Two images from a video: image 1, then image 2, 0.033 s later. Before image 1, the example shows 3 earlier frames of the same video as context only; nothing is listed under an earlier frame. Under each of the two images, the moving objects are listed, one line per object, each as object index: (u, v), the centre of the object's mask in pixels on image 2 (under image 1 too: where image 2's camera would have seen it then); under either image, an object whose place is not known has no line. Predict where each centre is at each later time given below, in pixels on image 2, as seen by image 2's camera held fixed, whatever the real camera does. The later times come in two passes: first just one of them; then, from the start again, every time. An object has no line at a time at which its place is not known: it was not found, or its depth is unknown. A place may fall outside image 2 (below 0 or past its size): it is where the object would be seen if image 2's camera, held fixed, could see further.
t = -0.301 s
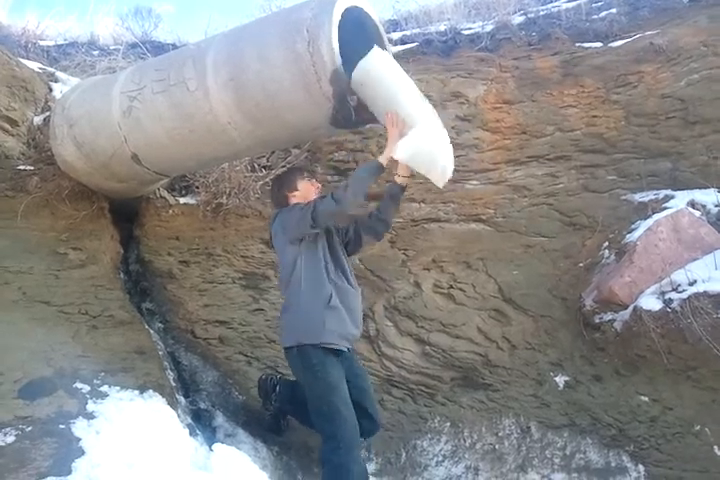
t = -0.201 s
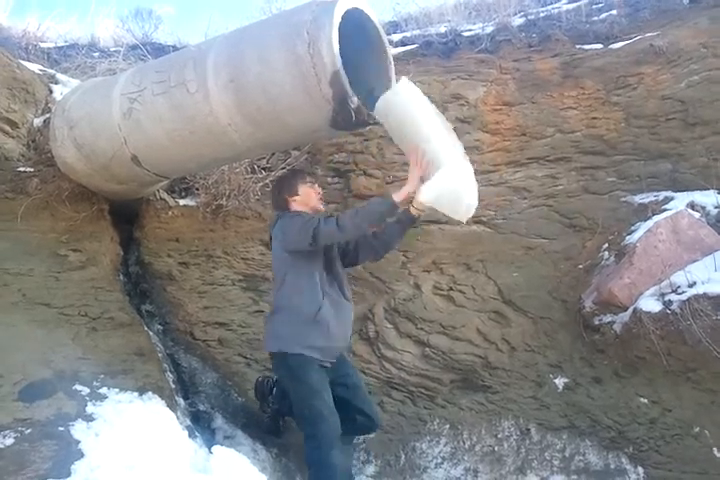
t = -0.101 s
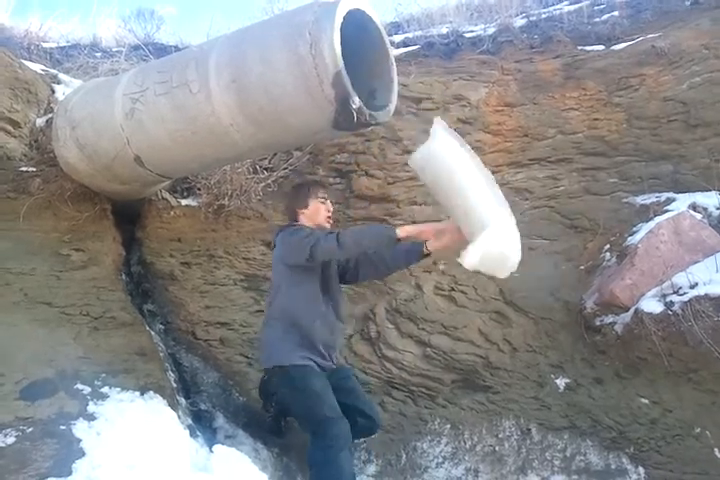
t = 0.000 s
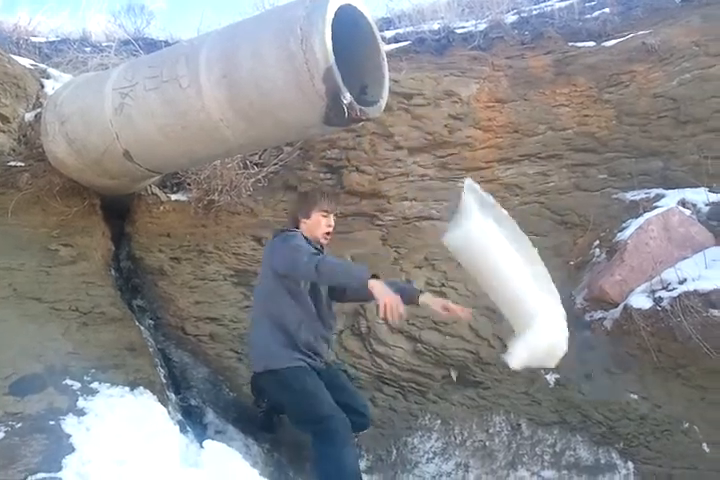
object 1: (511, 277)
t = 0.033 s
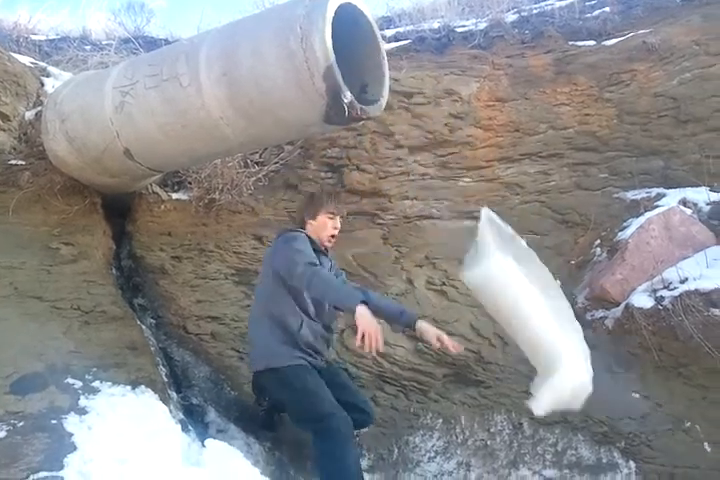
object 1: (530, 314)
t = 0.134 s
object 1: (582, 423)
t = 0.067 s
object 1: (551, 357)
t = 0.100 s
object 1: (570, 391)
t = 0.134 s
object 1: (582, 423)
